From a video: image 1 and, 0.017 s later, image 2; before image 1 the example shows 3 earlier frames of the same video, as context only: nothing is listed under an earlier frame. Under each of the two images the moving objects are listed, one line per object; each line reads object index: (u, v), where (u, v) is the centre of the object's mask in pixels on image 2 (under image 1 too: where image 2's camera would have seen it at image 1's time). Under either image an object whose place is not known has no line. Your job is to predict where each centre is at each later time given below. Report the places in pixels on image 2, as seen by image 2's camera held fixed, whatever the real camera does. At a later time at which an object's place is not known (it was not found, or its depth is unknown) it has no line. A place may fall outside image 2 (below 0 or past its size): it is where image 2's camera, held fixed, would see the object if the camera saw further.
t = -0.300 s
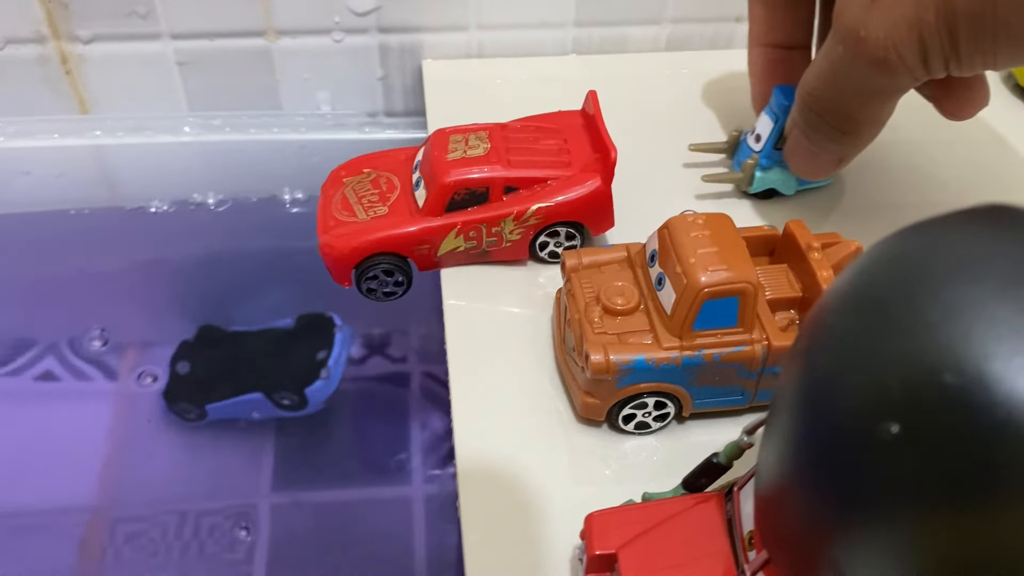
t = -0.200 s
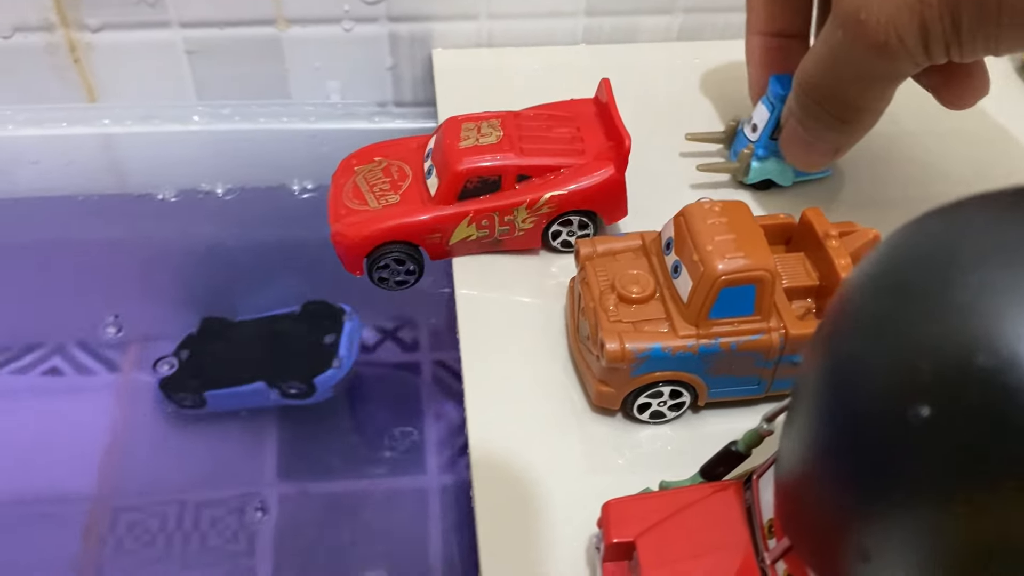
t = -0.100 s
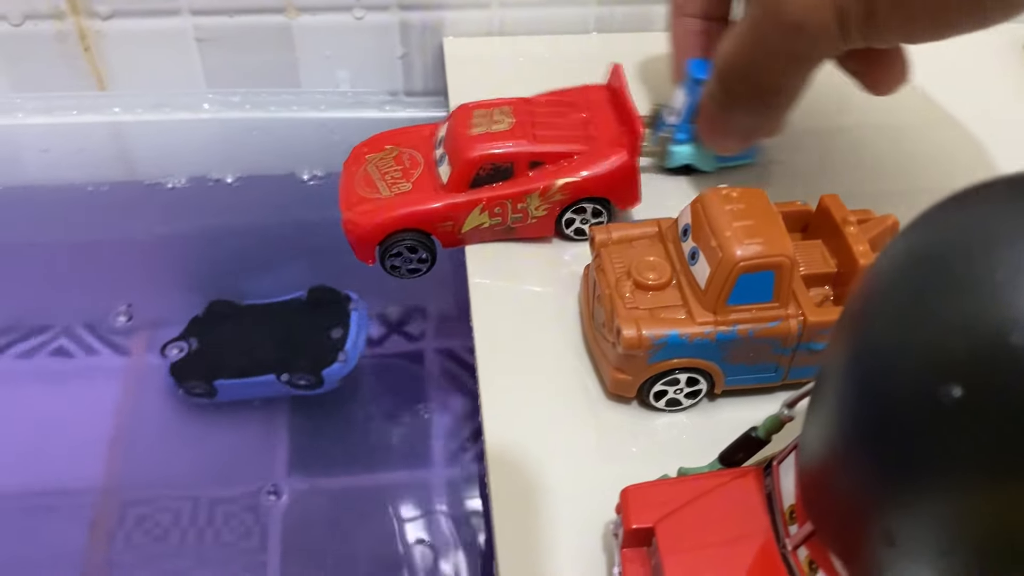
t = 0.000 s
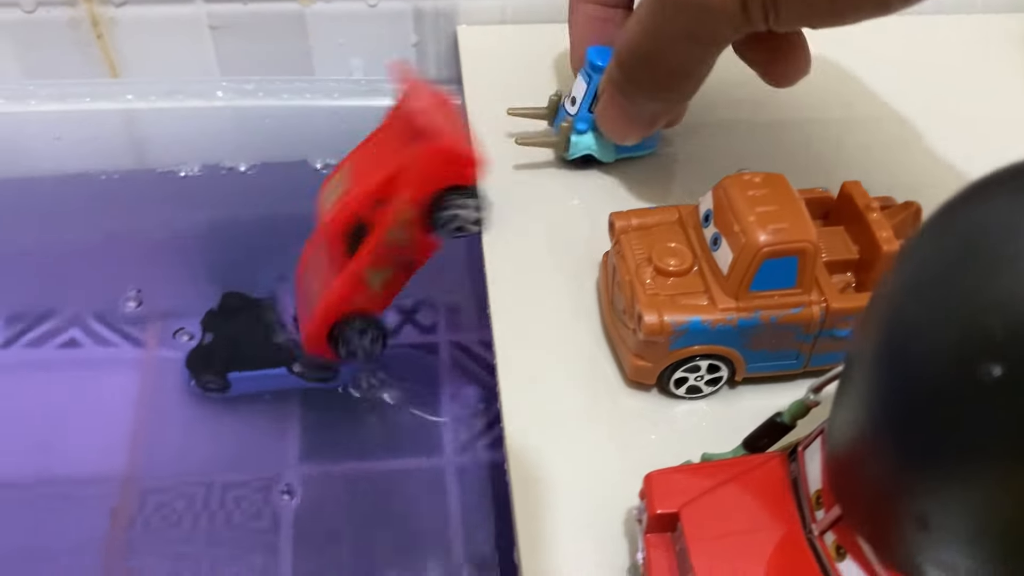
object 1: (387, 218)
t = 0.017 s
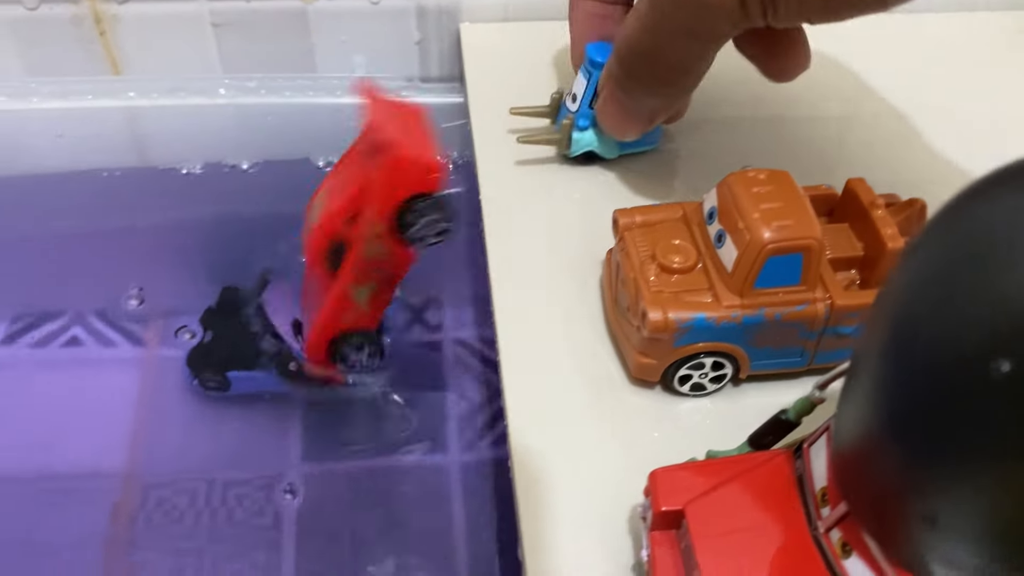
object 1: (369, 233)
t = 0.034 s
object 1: (350, 247)
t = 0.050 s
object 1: (334, 257)
